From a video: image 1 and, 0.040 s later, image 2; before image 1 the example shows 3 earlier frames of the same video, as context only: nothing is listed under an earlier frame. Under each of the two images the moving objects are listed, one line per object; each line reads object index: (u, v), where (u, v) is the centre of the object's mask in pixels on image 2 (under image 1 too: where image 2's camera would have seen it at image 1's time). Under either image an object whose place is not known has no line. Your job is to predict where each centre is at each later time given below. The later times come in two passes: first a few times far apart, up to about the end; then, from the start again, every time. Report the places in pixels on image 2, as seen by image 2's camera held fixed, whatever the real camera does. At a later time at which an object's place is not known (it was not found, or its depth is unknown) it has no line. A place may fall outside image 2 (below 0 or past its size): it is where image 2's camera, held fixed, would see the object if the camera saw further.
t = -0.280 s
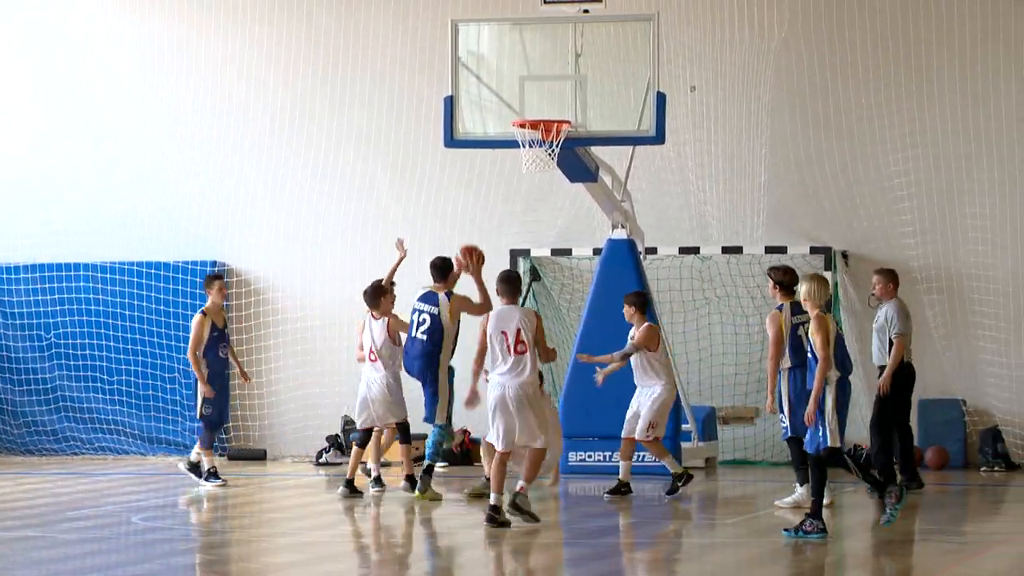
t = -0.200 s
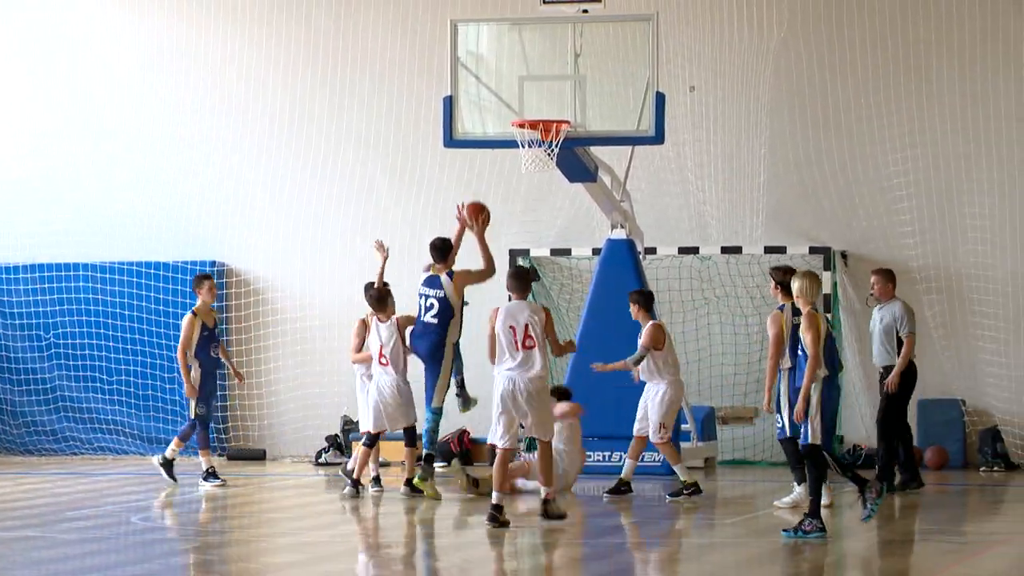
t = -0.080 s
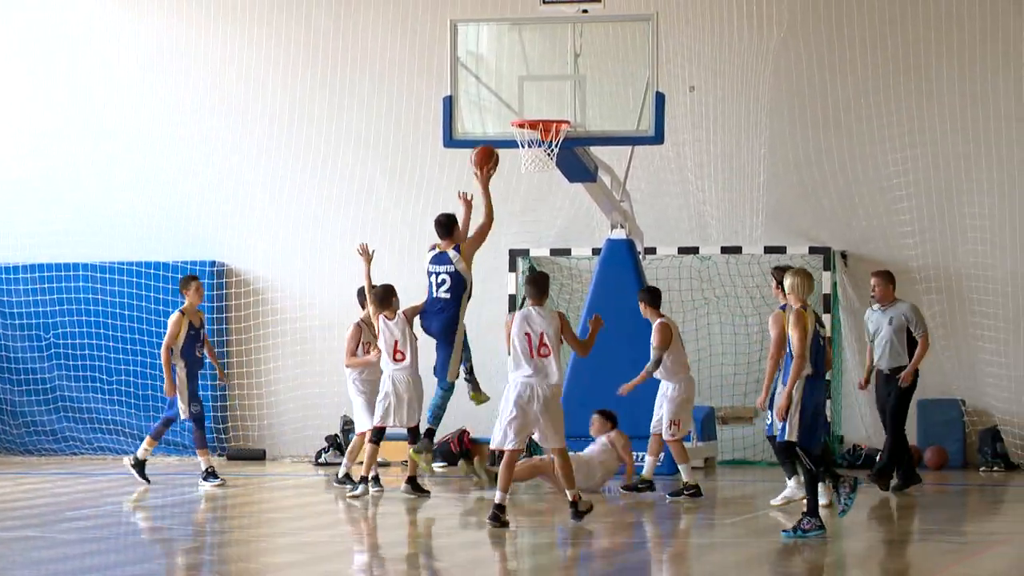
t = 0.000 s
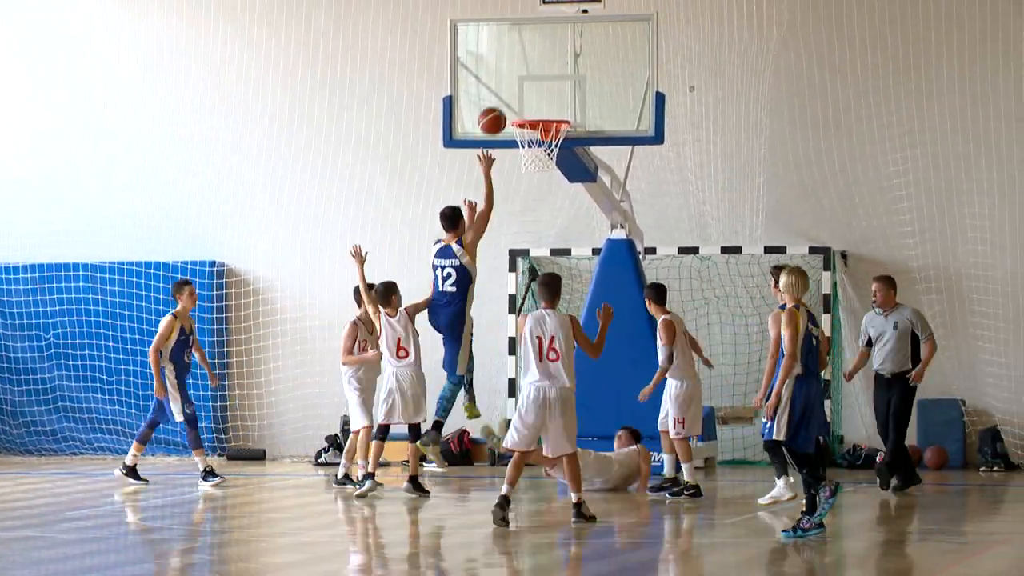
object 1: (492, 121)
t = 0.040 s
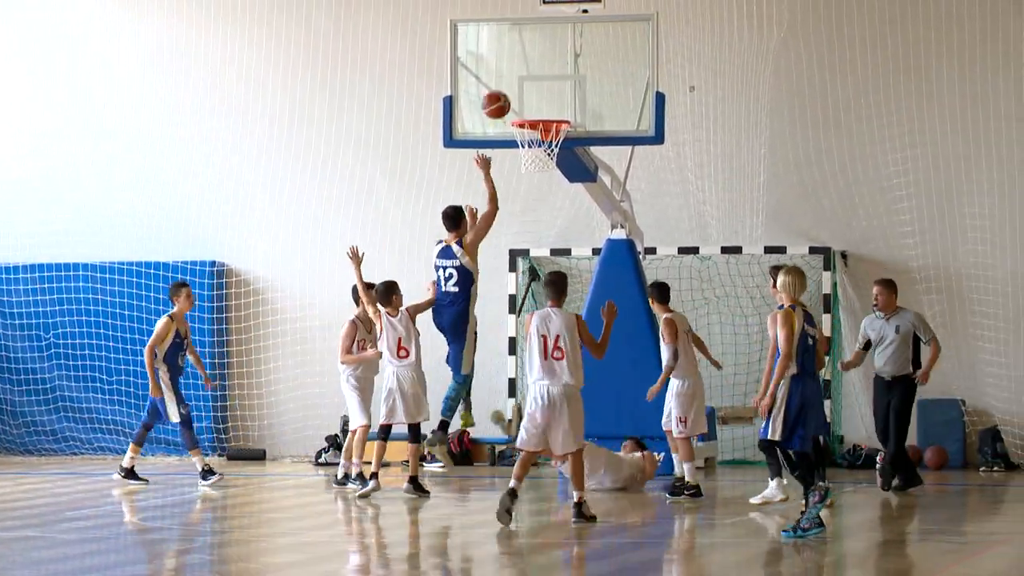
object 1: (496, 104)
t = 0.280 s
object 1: (518, 50)
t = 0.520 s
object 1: (539, 64)
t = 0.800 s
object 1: (530, 145)
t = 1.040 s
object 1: (537, 165)
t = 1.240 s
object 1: (544, 225)
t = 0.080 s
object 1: (499, 90)
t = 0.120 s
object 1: (503, 78)
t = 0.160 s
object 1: (507, 68)
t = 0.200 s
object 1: (511, 60)
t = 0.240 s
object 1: (514, 54)
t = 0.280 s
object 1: (518, 50)
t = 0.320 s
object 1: (521, 47)
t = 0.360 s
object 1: (525, 47)
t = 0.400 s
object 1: (529, 48)
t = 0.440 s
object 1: (532, 52)
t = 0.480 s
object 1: (536, 57)
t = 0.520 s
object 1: (539, 64)
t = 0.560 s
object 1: (542, 72)
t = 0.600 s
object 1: (542, 81)
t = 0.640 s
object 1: (540, 91)
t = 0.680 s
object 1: (537, 103)
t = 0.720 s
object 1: (535, 112)
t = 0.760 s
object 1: (528, 135)
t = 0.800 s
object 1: (530, 145)
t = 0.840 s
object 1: (529, 146)
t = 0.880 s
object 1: (529, 147)
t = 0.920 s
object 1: (530, 149)
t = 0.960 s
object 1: (533, 151)
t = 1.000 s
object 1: (535, 157)
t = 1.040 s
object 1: (537, 165)
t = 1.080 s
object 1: (538, 173)
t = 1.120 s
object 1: (539, 183)
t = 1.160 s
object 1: (541, 195)
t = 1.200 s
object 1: (543, 209)
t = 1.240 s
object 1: (544, 225)
